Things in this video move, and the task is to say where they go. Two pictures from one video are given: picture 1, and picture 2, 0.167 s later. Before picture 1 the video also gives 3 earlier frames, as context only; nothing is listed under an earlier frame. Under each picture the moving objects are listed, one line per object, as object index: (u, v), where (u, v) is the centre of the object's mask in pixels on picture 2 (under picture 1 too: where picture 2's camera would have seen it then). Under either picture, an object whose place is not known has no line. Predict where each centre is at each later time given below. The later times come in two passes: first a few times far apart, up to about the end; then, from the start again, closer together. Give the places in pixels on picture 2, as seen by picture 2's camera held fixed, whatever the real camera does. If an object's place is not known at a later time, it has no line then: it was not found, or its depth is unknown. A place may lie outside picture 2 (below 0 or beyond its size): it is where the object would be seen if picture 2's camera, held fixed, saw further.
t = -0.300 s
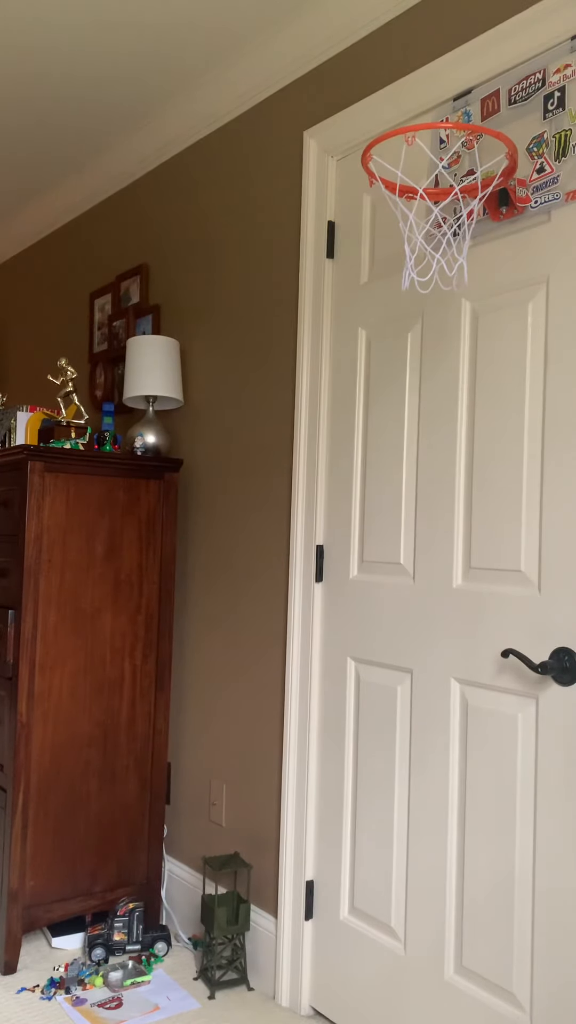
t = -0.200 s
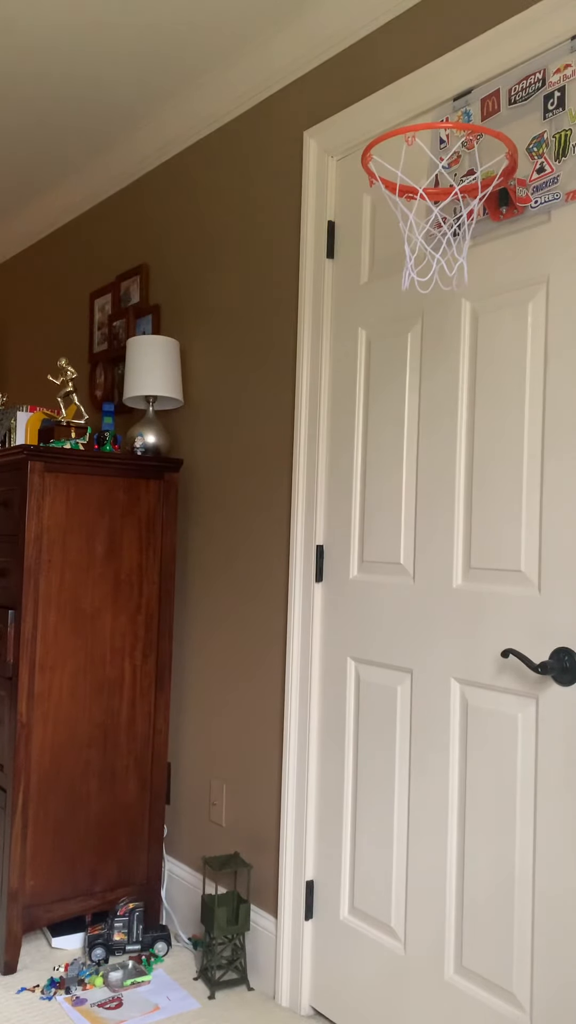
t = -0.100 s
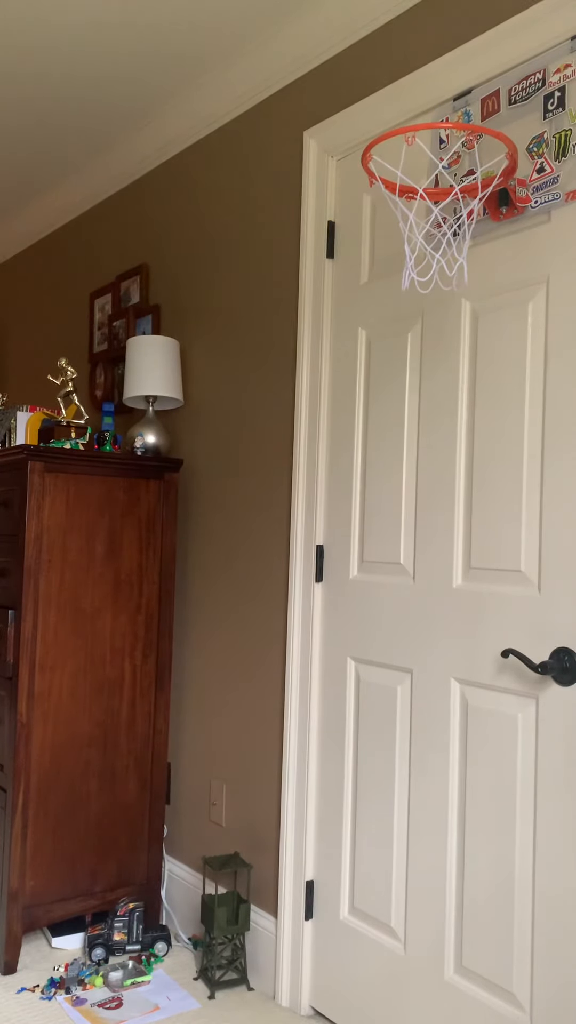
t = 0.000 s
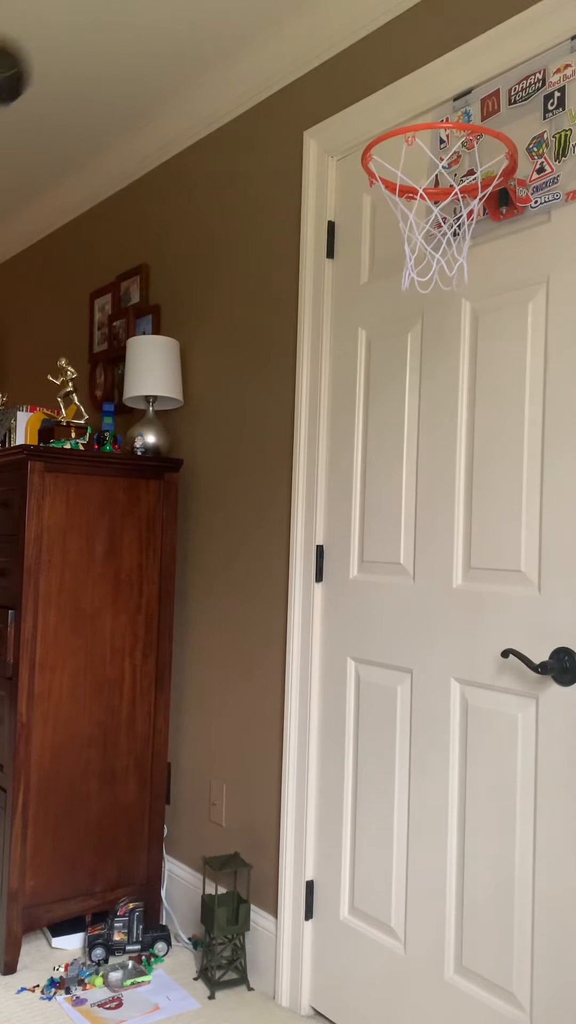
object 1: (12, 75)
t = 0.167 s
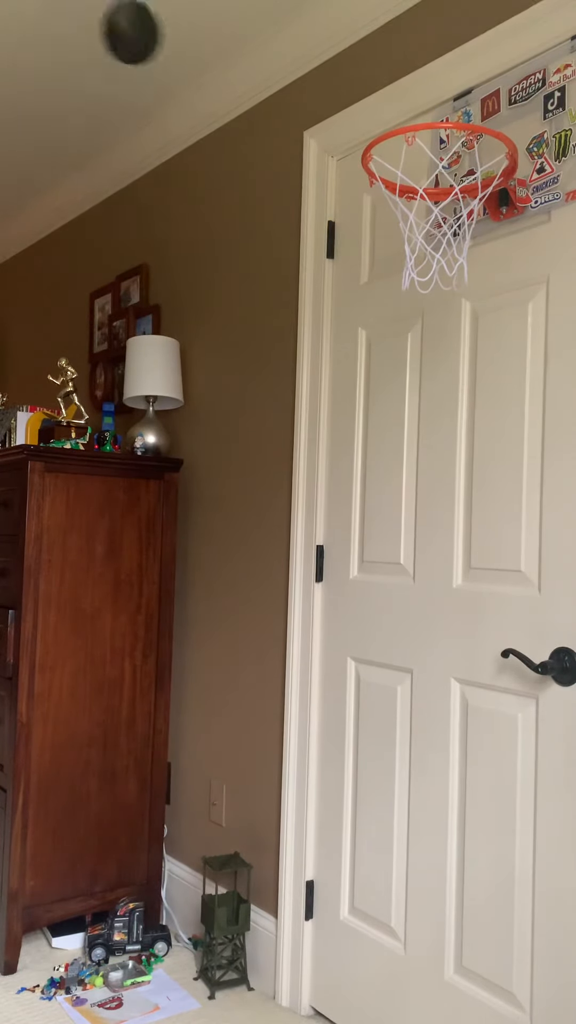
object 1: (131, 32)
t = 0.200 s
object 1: (155, 41)
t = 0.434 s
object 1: (297, 235)
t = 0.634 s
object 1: (336, 503)
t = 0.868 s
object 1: (238, 982)
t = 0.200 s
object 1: (155, 41)
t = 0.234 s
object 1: (178, 55)
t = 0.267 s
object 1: (200, 73)
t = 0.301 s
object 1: (221, 97)
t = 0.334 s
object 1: (242, 126)
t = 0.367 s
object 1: (262, 158)
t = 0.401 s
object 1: (280, 194)
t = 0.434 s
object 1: (297, 235)
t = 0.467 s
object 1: (316, 280)
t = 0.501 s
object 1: (334, 327)
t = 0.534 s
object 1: (351, 379)
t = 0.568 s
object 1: (360, 428)
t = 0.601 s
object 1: (349, 462)
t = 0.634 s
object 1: (336, 503)
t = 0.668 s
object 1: (325, 550)
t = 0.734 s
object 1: (295, 662)
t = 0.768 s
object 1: (281, 731)
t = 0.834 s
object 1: (254, 885)
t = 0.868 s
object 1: (238, 982)
